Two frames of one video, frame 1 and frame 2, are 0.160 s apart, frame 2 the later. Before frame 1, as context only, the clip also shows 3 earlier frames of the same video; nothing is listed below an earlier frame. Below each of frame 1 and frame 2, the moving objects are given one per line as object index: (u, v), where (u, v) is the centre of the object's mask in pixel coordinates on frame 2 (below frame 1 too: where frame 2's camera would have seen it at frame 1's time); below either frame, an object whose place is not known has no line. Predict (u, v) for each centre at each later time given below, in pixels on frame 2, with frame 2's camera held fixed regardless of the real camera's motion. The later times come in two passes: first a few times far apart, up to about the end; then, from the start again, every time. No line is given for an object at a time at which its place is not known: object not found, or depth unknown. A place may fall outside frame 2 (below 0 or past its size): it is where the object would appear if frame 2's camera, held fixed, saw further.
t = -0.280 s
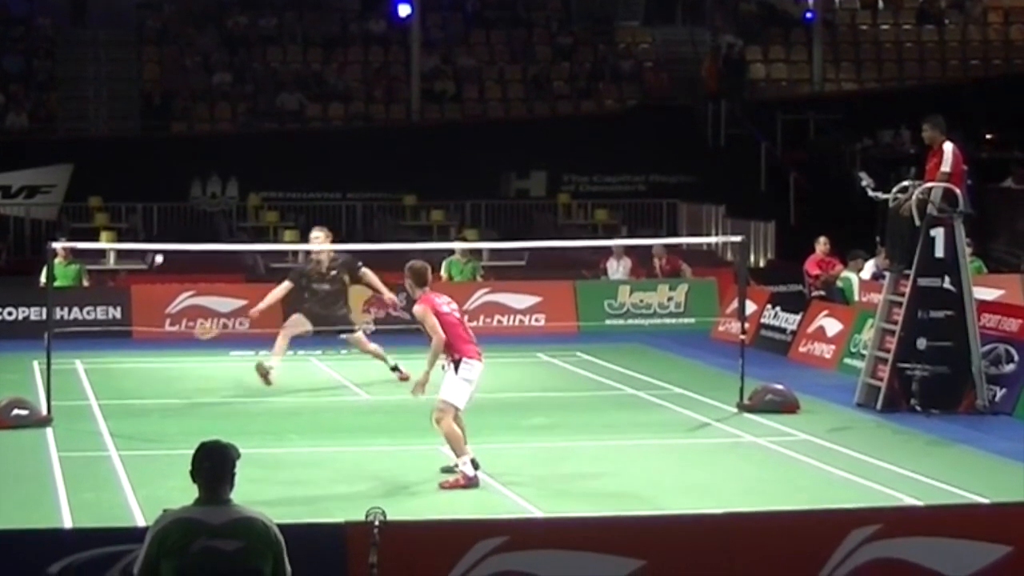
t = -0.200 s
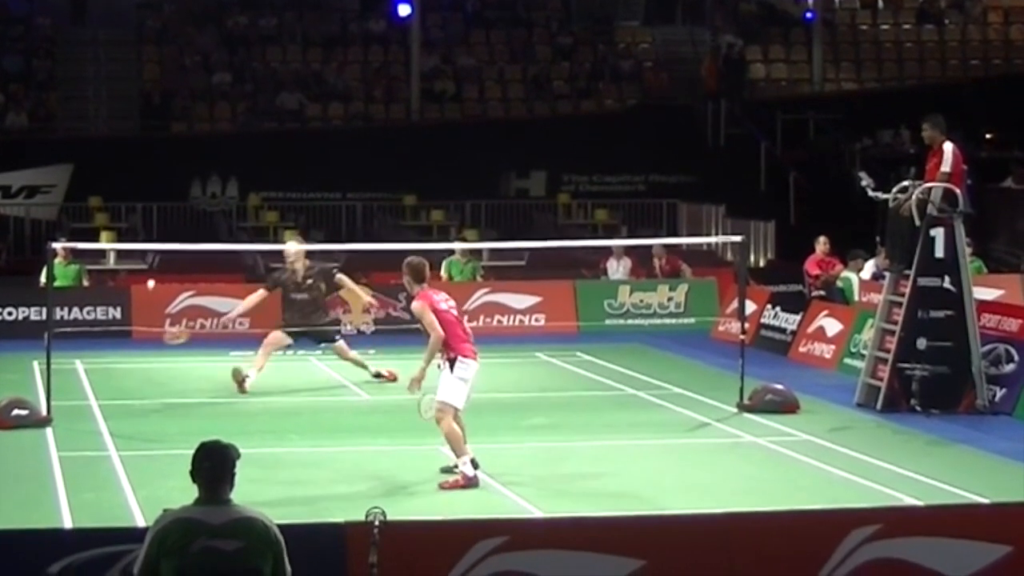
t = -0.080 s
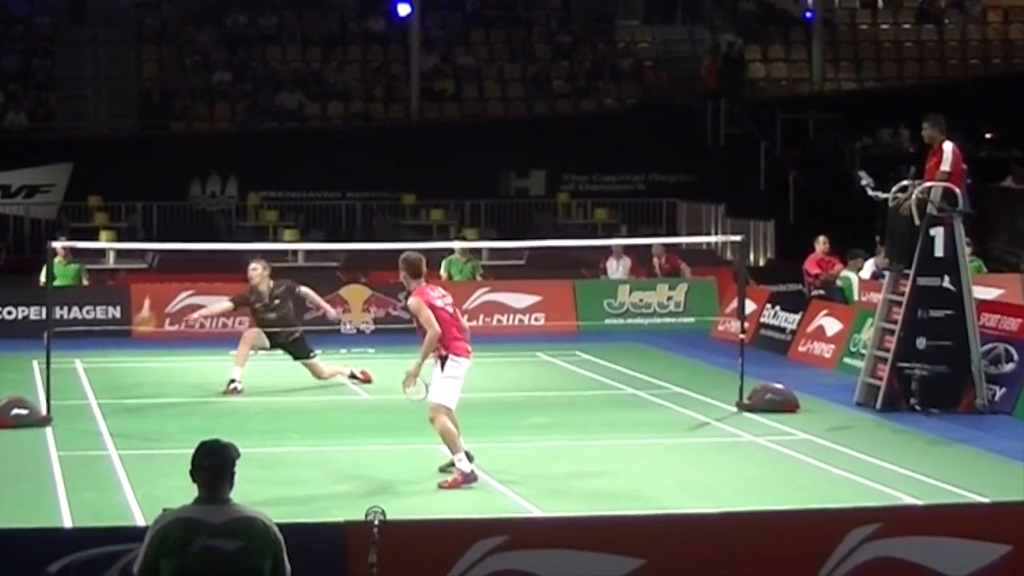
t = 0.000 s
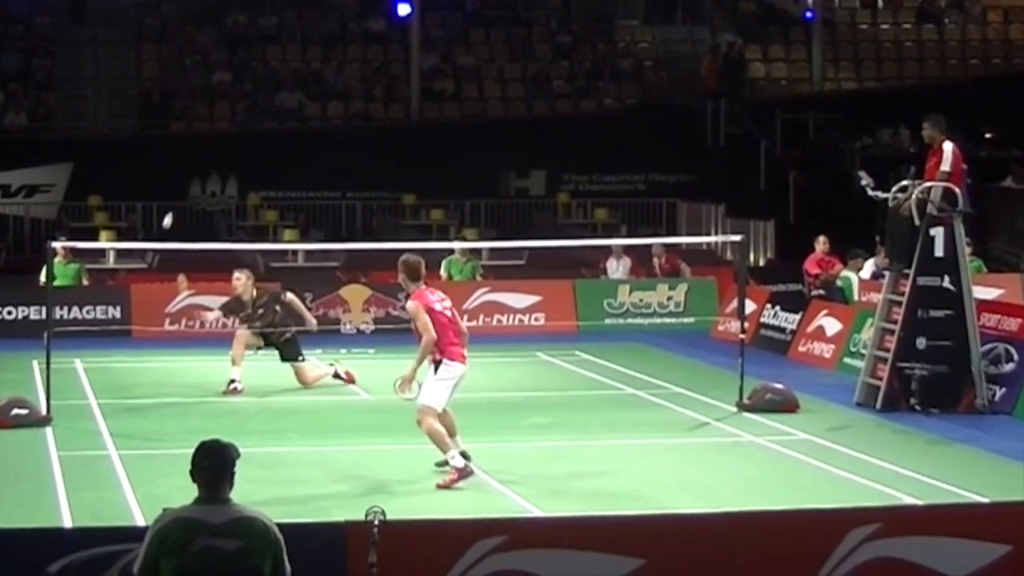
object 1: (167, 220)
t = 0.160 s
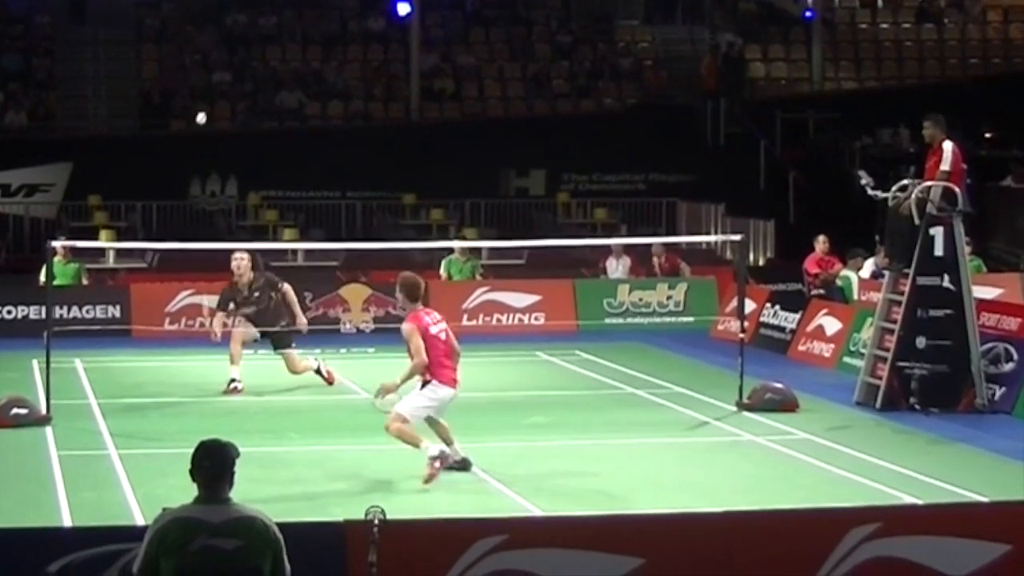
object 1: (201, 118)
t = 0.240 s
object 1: (214, 87)
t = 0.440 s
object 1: (244, 52)
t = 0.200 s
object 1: (208, 101)
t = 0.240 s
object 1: (214, 87)
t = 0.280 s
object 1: (221, 76)
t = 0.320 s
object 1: (227, 66)
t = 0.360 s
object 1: (233, 59)
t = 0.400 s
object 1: (238, 54)
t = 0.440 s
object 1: (244, 52)
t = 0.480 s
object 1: (249, 51)
